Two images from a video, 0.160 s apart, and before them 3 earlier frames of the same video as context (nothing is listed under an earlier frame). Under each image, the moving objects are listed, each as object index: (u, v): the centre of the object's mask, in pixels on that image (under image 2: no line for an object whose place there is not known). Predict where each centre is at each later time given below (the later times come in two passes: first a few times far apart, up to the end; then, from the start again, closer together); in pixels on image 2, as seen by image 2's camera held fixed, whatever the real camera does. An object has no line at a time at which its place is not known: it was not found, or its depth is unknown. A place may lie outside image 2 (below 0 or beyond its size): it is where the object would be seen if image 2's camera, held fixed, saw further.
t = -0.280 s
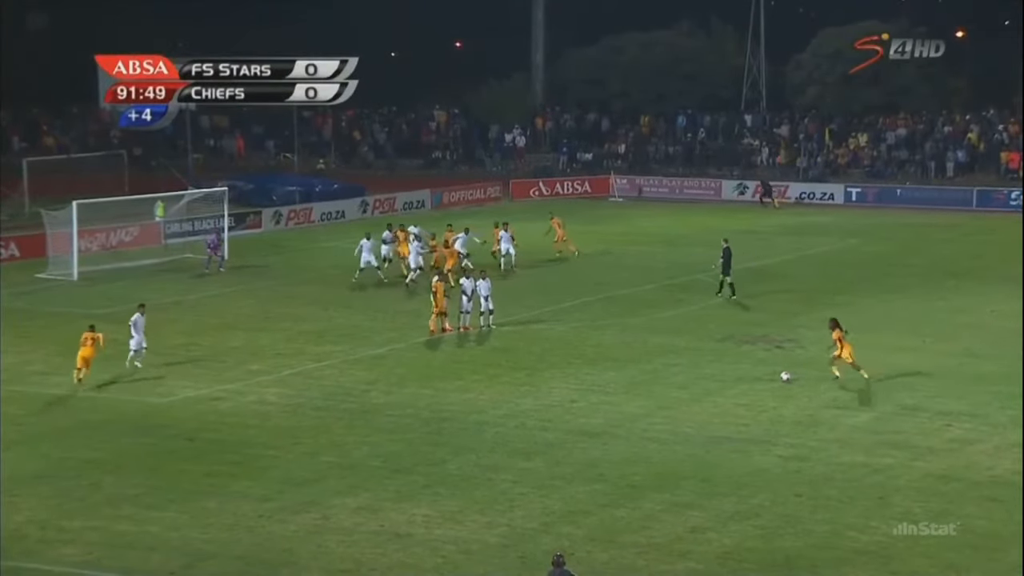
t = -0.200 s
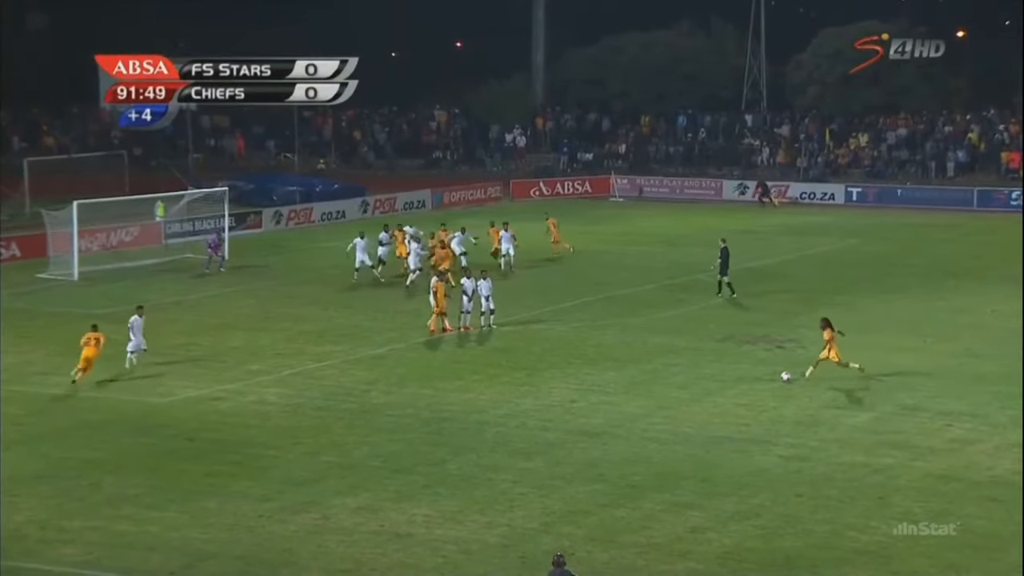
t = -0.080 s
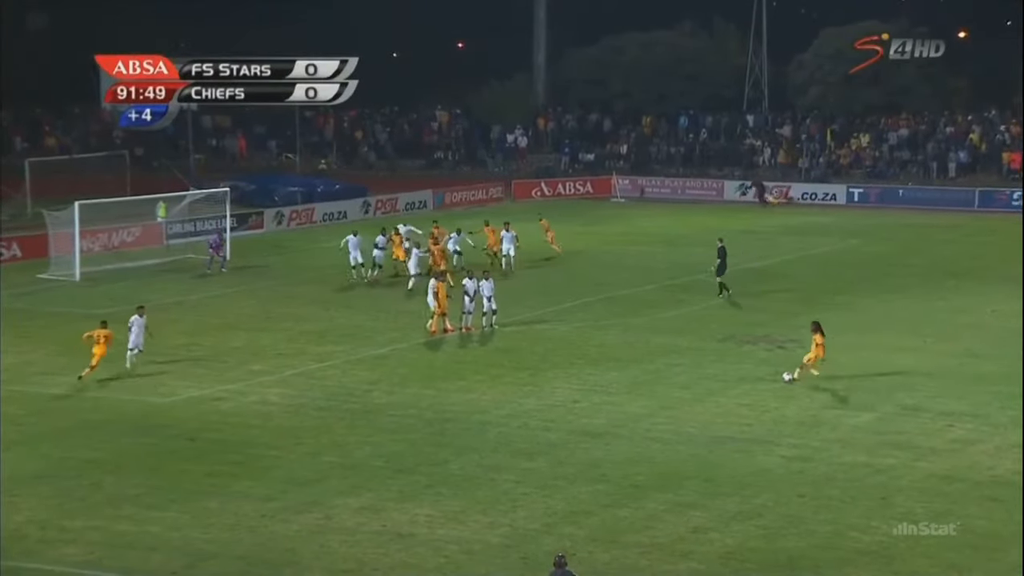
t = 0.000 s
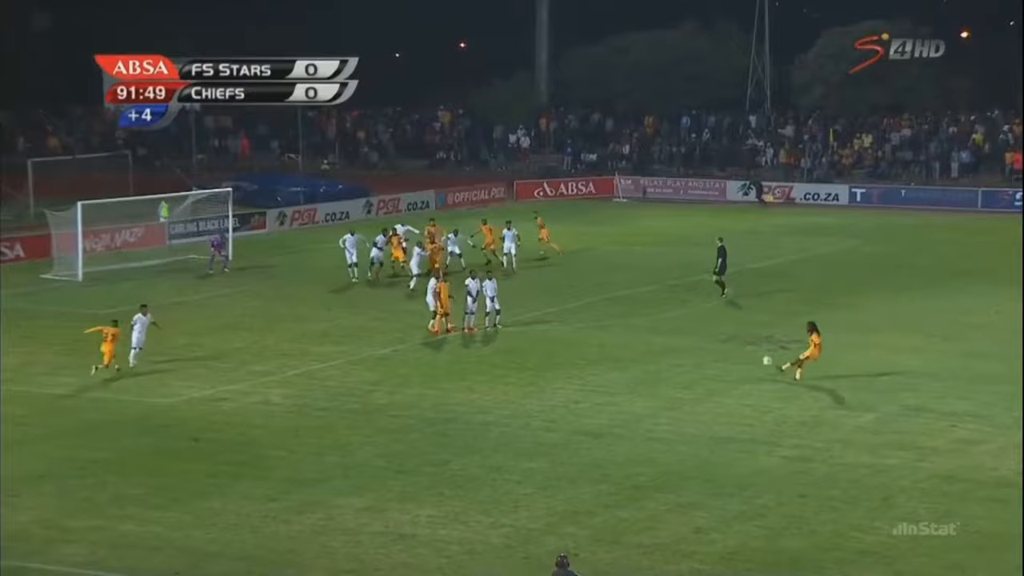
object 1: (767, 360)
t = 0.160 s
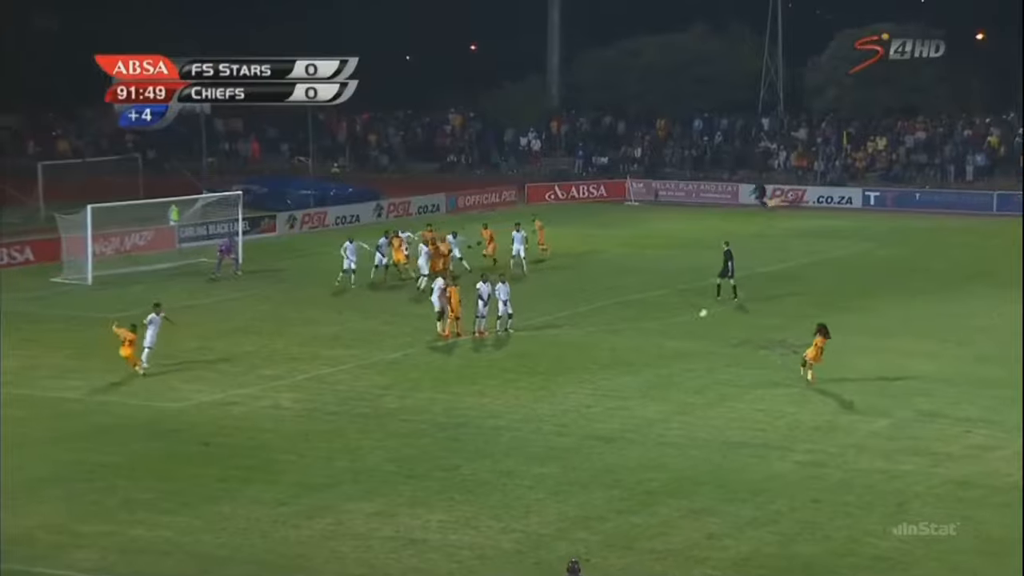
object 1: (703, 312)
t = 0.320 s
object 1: (645, 278)
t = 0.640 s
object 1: (558, 239)
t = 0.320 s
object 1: (645, 278)
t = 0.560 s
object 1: (576, 243)
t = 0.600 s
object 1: (567, 241)
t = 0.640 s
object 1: (558, 239)
